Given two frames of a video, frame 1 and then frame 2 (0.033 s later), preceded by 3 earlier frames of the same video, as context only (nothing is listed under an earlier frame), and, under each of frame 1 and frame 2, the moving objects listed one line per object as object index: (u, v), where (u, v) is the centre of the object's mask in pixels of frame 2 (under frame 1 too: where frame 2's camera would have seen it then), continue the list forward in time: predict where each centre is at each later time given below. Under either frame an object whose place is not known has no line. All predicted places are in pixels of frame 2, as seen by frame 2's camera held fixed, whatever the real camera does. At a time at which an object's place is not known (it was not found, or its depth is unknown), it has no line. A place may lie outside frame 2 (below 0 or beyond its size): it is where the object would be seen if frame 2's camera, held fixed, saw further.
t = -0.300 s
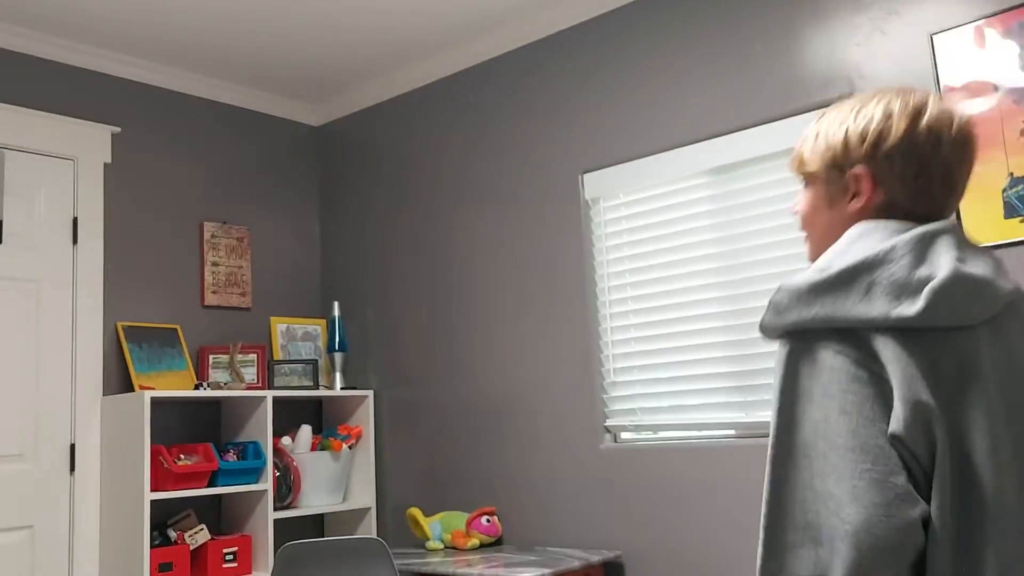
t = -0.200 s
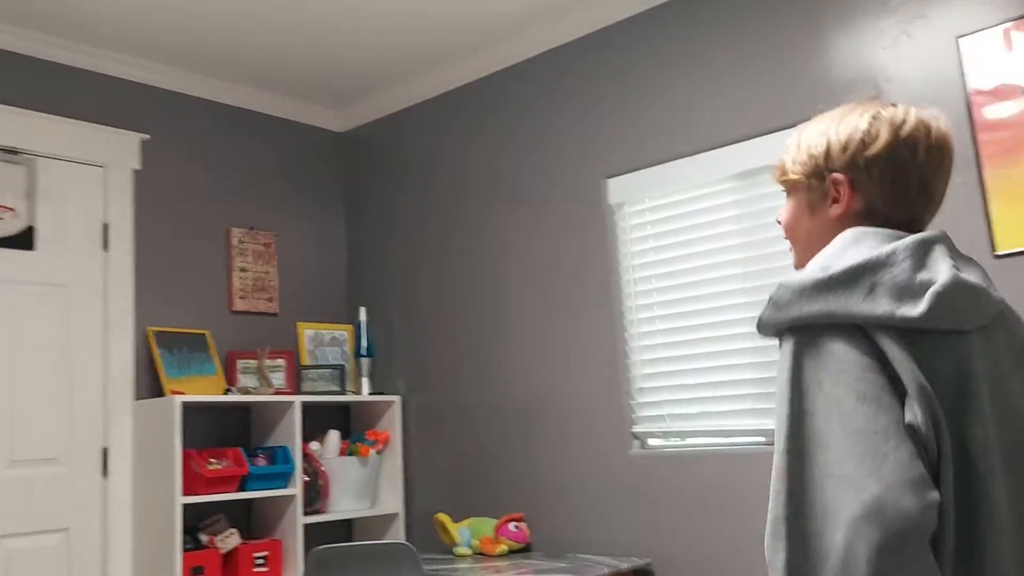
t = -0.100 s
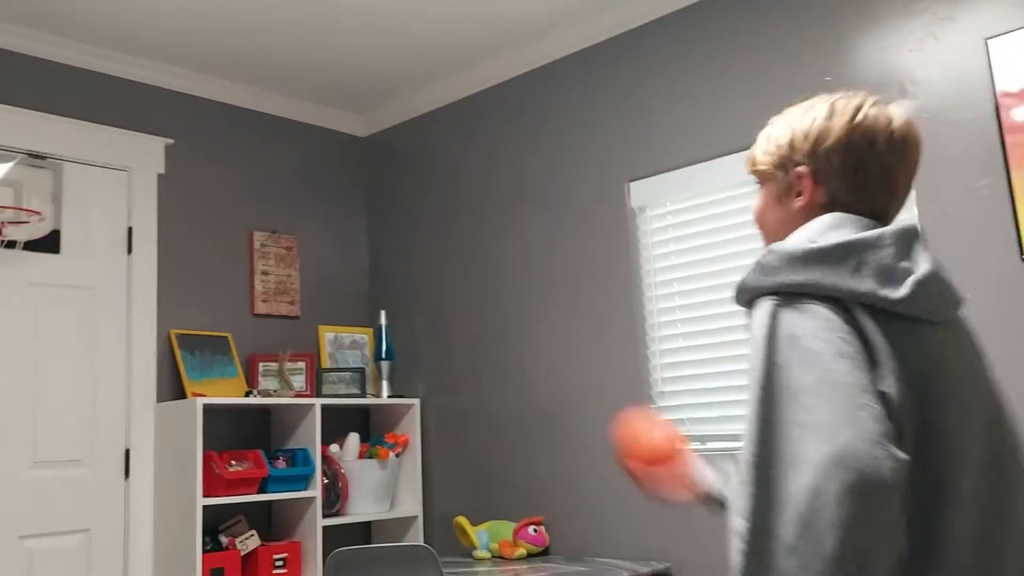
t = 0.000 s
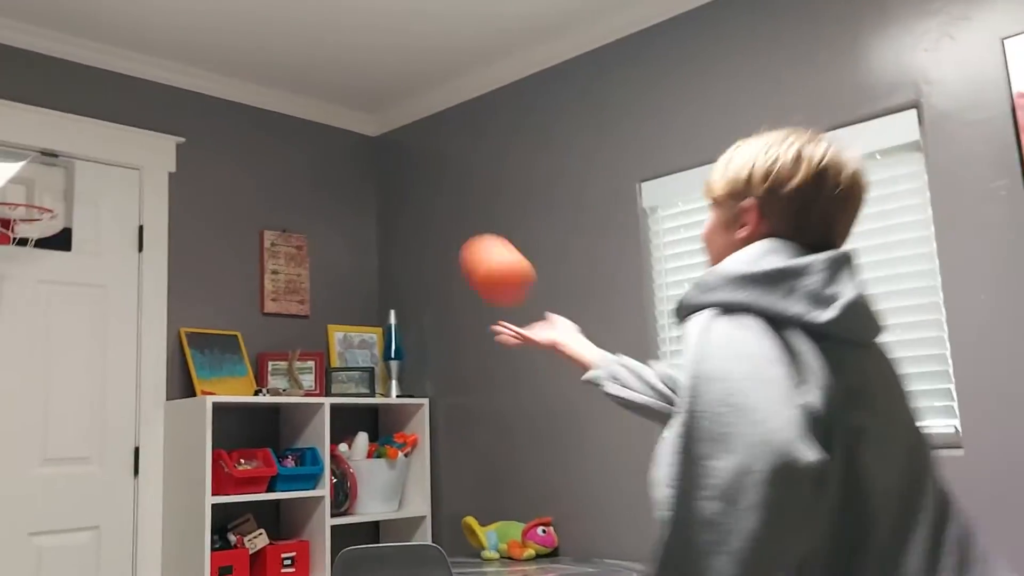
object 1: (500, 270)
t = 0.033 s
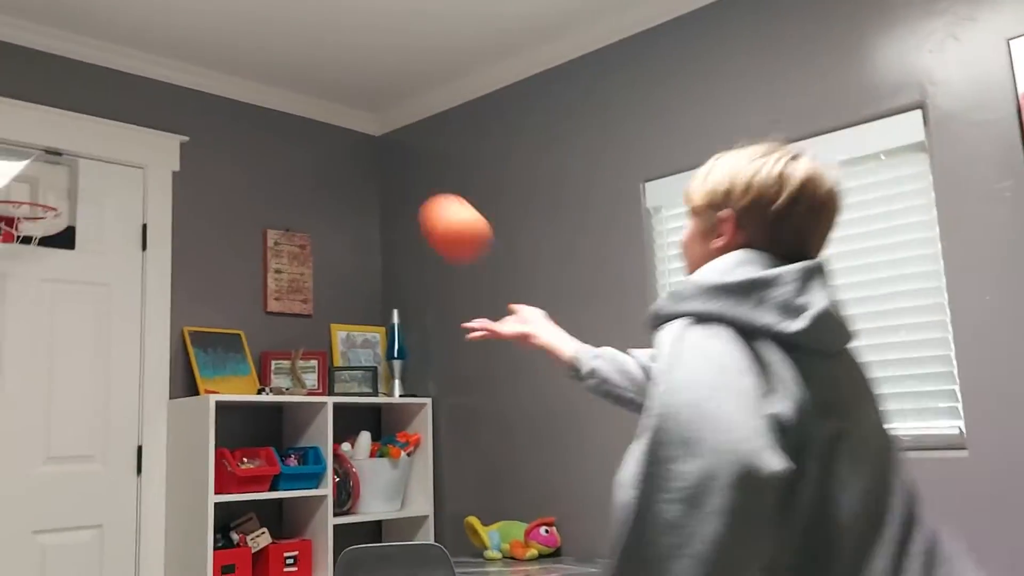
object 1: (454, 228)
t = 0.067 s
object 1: (413, 195)
